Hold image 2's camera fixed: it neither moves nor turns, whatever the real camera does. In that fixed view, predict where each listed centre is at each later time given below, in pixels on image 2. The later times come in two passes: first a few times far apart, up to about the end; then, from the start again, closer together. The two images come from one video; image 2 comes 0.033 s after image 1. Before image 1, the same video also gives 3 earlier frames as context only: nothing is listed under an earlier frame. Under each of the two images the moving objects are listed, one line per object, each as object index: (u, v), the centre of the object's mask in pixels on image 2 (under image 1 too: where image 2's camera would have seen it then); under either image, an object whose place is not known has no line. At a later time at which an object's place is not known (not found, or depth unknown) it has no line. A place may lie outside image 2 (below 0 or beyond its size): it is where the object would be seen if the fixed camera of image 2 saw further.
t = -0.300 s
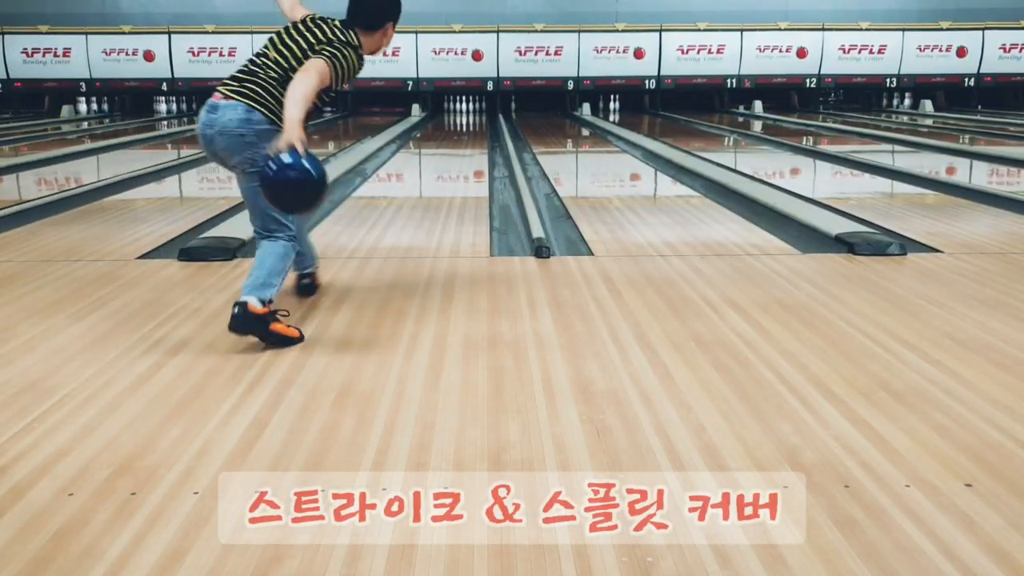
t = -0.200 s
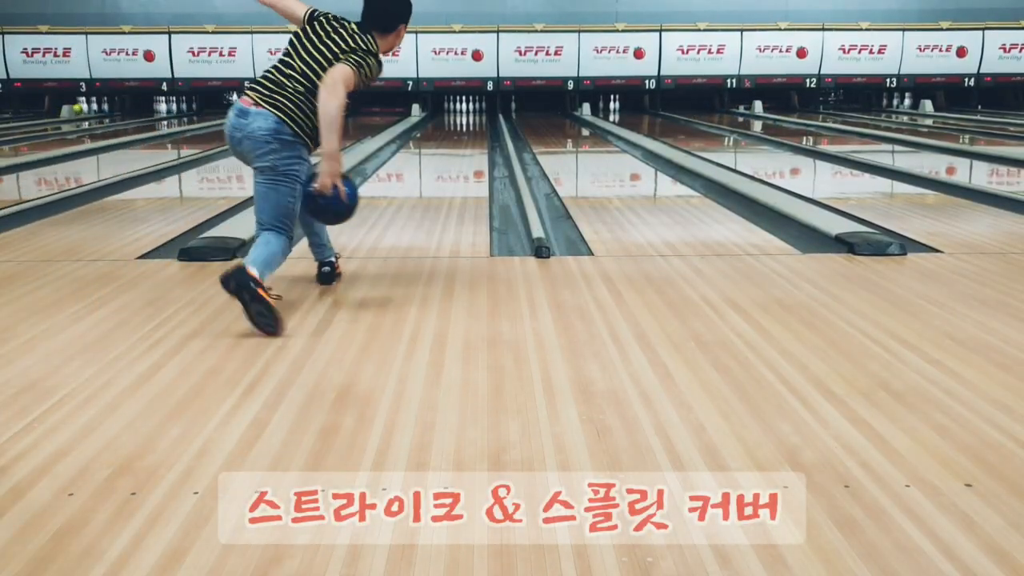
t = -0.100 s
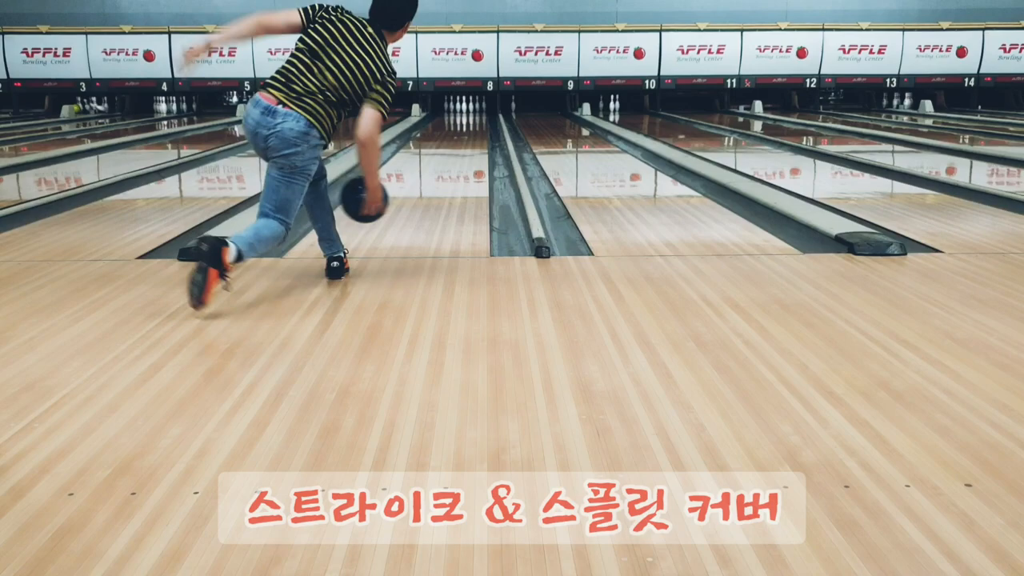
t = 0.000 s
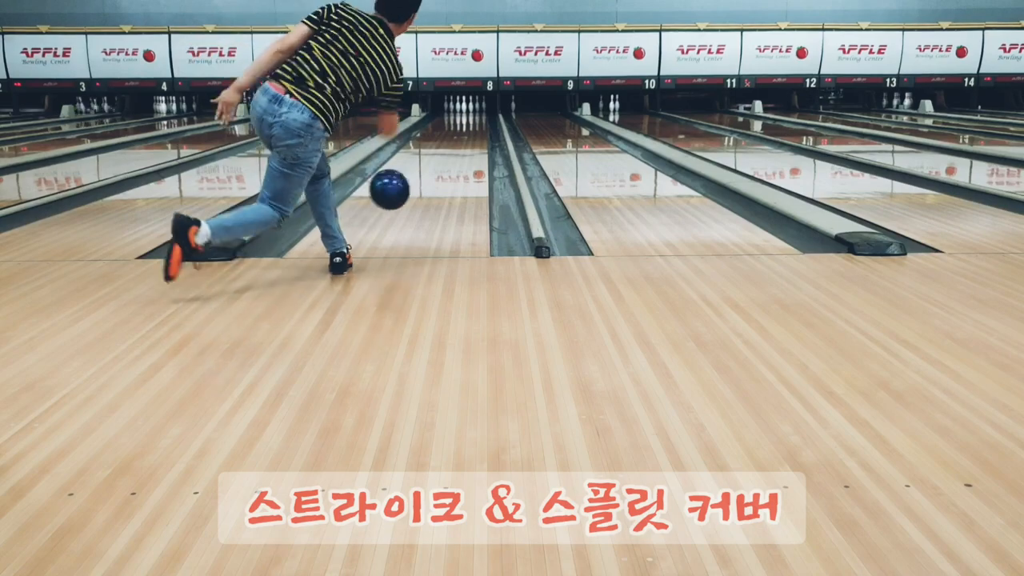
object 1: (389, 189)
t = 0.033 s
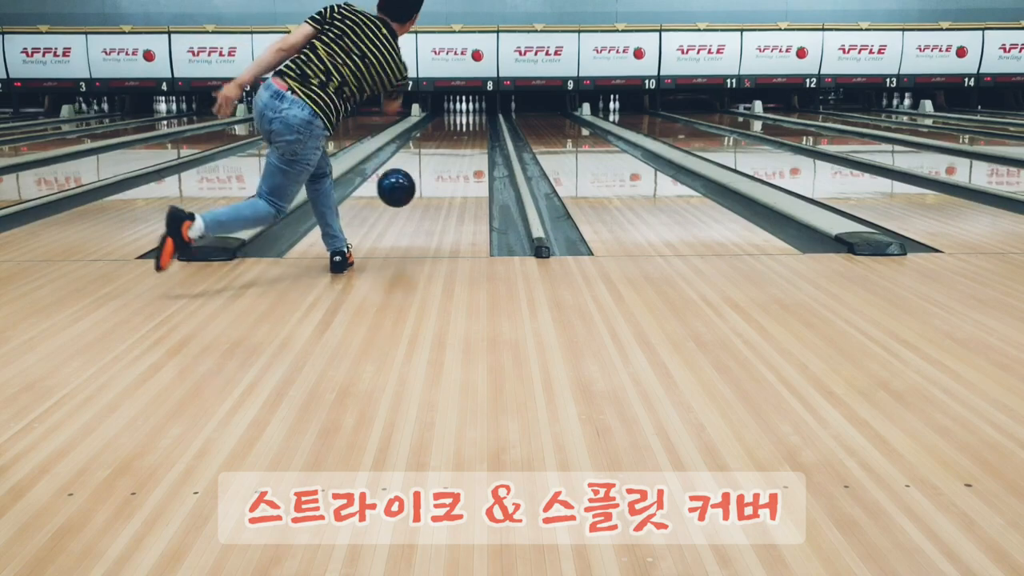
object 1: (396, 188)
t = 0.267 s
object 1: (429, 185)
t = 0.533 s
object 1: (451, 161)
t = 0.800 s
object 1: (464, 146)
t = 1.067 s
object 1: (473, 136)
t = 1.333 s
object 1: (479, 127)
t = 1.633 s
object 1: (481, 121)
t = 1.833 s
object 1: (480, 117)
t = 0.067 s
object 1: (402, 188)
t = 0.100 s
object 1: (408, 190)
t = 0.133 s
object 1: (413, 195)
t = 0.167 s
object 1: (418, 198)
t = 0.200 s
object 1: (422, 193)
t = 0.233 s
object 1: (426, 189)
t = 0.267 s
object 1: (429, 185)
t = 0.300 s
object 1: (433, 181)
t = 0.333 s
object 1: (436, 178)
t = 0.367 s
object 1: (439, 175)
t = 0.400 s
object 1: (442, 172)
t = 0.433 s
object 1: (444, 169)
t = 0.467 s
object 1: (447, 166)
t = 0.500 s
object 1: (449, 163)
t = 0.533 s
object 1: (451, 161)
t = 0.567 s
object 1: (453, 159)
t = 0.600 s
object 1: (455, 157)
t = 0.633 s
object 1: (457, 155)
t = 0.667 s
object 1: (459, 152)
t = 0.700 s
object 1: (460, 151)
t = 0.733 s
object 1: (462, 149)
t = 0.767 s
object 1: (463, 147)
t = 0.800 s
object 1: (464, 146)
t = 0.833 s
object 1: (466, 144)
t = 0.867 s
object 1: (468, 143)
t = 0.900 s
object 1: (468, 141)
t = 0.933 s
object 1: (469, 140)
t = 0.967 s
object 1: (471, 138)
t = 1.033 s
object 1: (472, 137)
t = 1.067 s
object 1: (473, 136)
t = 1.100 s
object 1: (473, 135)
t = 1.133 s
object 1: (474, 134)
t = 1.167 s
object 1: (475, 133)
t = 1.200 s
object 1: (477, 130)
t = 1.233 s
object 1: (477, 129)
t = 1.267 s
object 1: (477, 129)
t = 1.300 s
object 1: (478, 128)
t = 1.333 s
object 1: (479, 127)
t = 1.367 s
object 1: (479, 126)
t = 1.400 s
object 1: (479, 126)
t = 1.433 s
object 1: (479, 125)
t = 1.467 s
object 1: (480, 124)
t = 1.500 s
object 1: (480, 123)
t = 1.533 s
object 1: (480, 122)
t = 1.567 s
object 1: (481, 122)
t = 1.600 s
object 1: (481, 121)
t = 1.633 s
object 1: (481, 121)
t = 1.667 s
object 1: (481, 120)
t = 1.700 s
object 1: (481, 119)
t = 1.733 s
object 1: (481, 119)
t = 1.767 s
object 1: (481, 118)
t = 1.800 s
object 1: (480, 117)
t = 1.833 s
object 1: (480, 117)
